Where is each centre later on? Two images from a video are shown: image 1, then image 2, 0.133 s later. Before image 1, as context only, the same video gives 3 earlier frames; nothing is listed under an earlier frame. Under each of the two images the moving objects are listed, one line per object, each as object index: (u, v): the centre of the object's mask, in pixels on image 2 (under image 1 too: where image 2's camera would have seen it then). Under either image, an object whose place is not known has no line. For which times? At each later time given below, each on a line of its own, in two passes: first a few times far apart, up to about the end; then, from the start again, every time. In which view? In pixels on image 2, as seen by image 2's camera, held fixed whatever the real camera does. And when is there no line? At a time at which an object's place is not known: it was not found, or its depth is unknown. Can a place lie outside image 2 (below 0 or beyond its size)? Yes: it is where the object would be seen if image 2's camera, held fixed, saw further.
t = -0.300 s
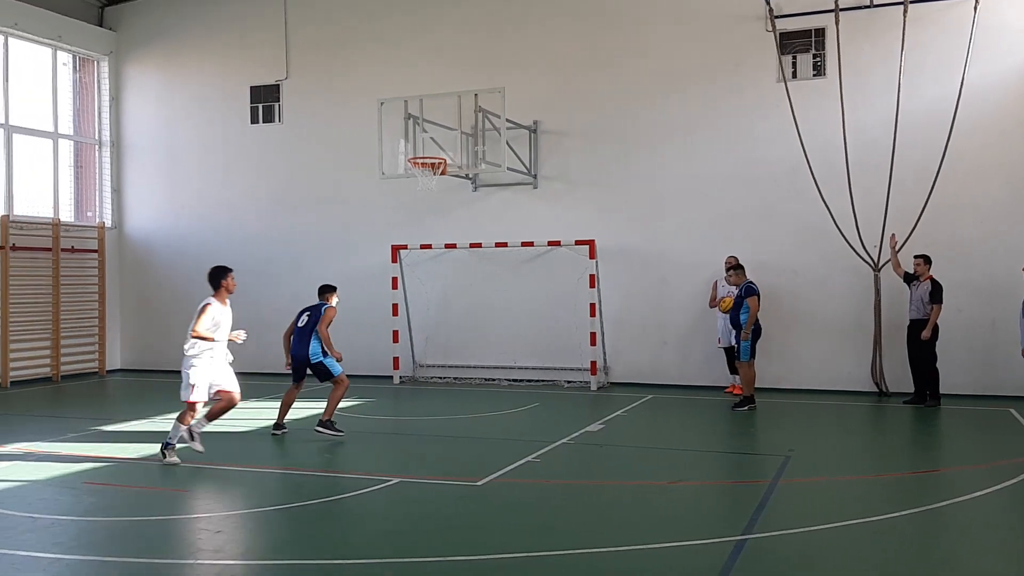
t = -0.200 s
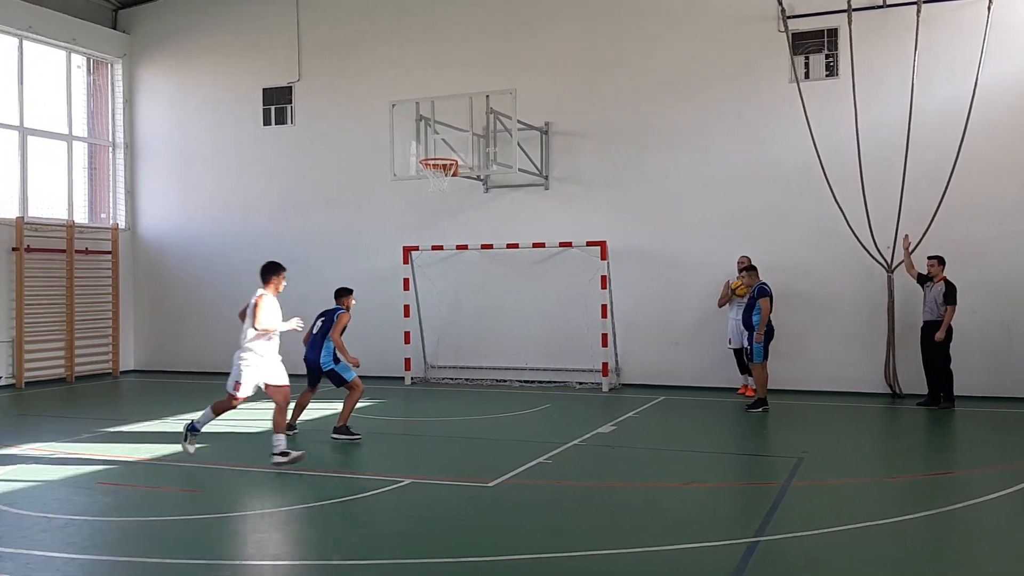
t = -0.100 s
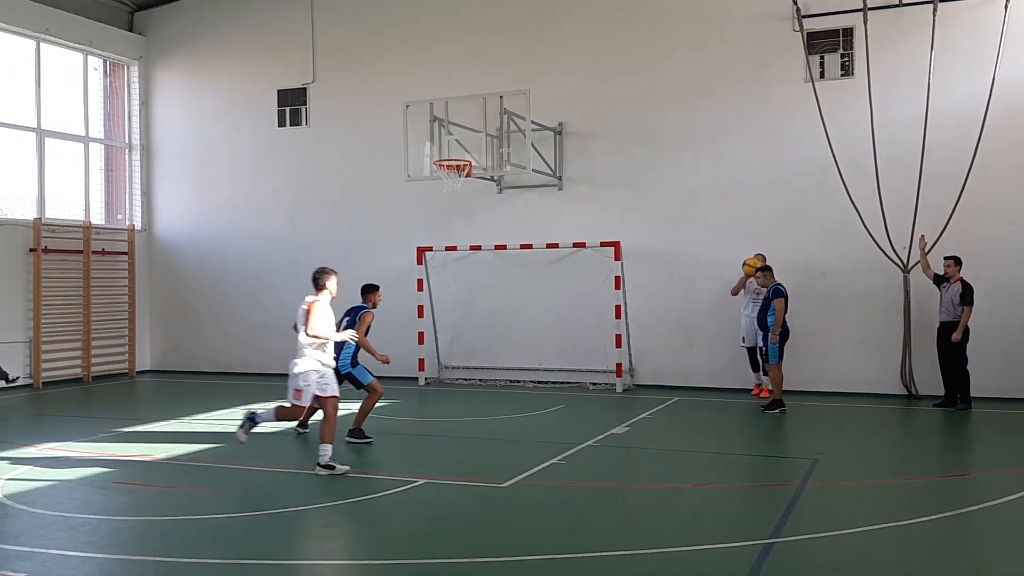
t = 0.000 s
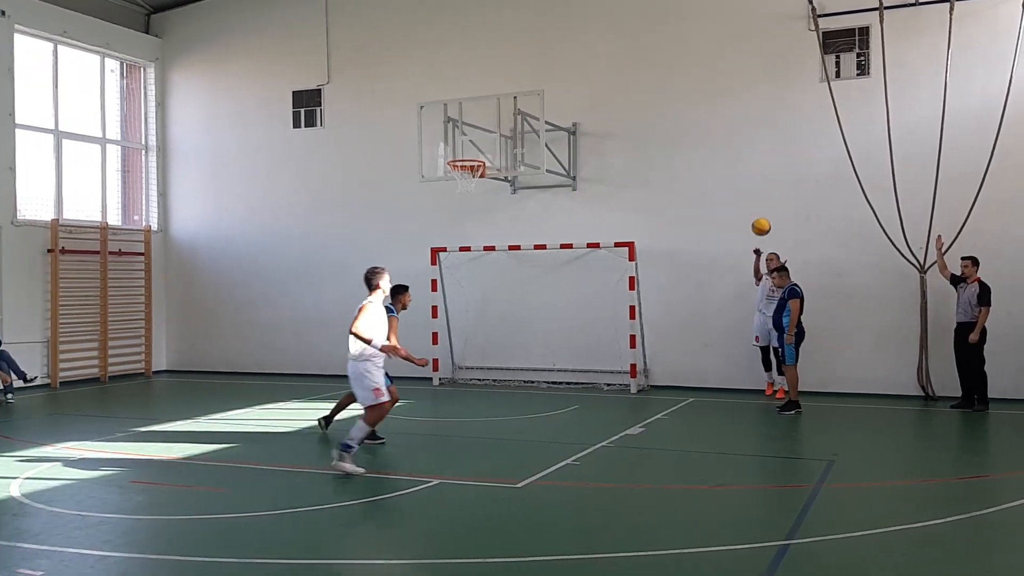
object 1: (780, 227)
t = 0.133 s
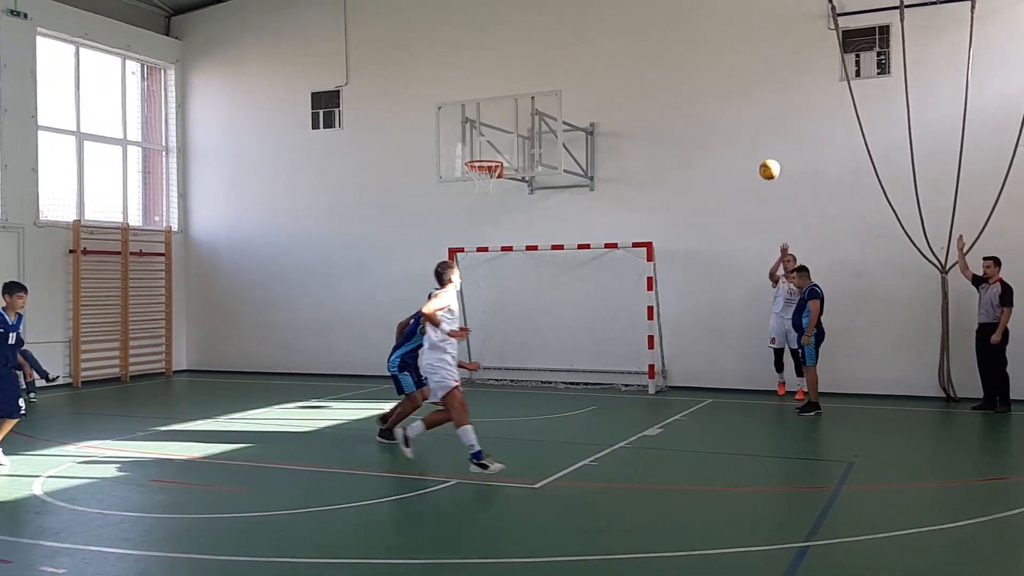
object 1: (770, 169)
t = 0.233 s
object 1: (761, 132)
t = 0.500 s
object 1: (734, 59)
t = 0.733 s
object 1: (704, 40)
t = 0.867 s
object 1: (683, 57)
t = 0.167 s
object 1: (766, 156)
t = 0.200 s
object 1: (764, 144)
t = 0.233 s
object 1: (761, 132)
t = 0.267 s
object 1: (758, 121)
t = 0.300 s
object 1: (754, 110)
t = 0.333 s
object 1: (751, 100)
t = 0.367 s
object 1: (748, 90)
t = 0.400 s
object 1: (744, 81)
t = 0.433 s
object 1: (741, 73)
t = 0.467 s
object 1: (738, 65)
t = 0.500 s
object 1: (734, 59)
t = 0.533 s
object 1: (730, 53)
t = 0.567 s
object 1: (726, 48)
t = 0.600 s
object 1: (722, 44)
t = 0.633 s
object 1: (718, 41)
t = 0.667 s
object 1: (714, 40)
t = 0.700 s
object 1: (709, 39)
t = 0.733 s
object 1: (704, 40)
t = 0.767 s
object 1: (699, 42)
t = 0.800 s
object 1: (694, 46)
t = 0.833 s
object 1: (689, 51)
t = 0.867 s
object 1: (683, 57)
